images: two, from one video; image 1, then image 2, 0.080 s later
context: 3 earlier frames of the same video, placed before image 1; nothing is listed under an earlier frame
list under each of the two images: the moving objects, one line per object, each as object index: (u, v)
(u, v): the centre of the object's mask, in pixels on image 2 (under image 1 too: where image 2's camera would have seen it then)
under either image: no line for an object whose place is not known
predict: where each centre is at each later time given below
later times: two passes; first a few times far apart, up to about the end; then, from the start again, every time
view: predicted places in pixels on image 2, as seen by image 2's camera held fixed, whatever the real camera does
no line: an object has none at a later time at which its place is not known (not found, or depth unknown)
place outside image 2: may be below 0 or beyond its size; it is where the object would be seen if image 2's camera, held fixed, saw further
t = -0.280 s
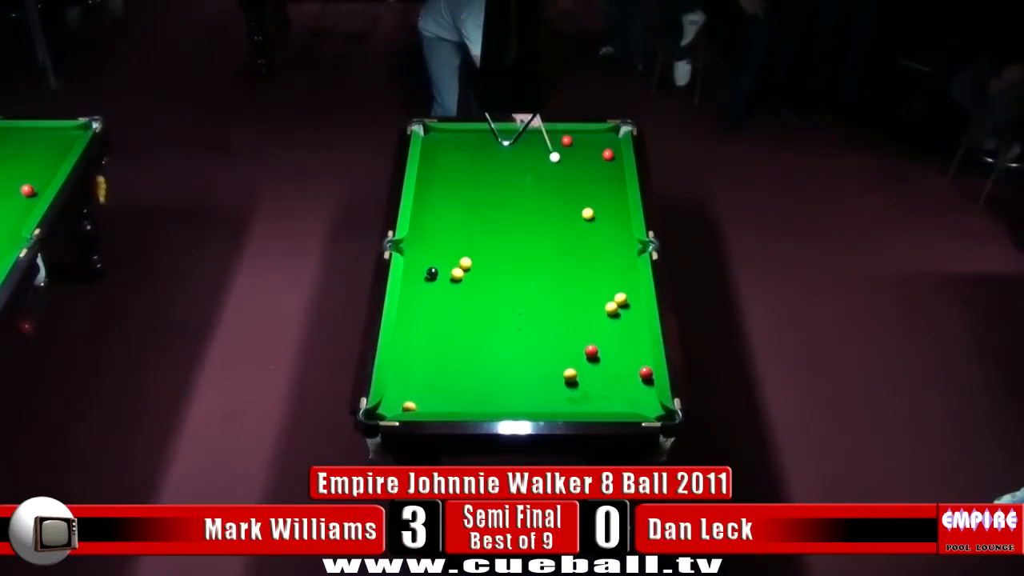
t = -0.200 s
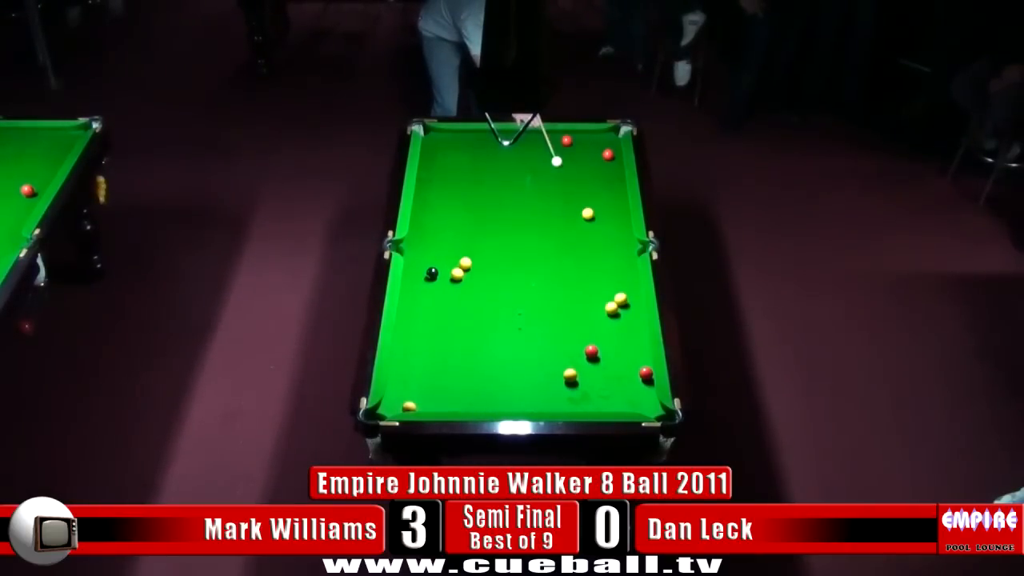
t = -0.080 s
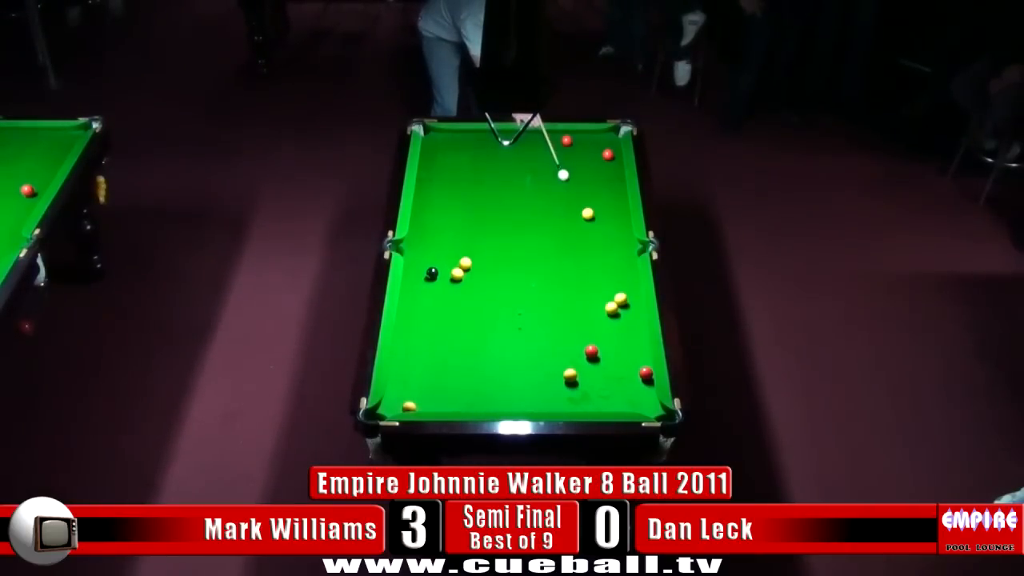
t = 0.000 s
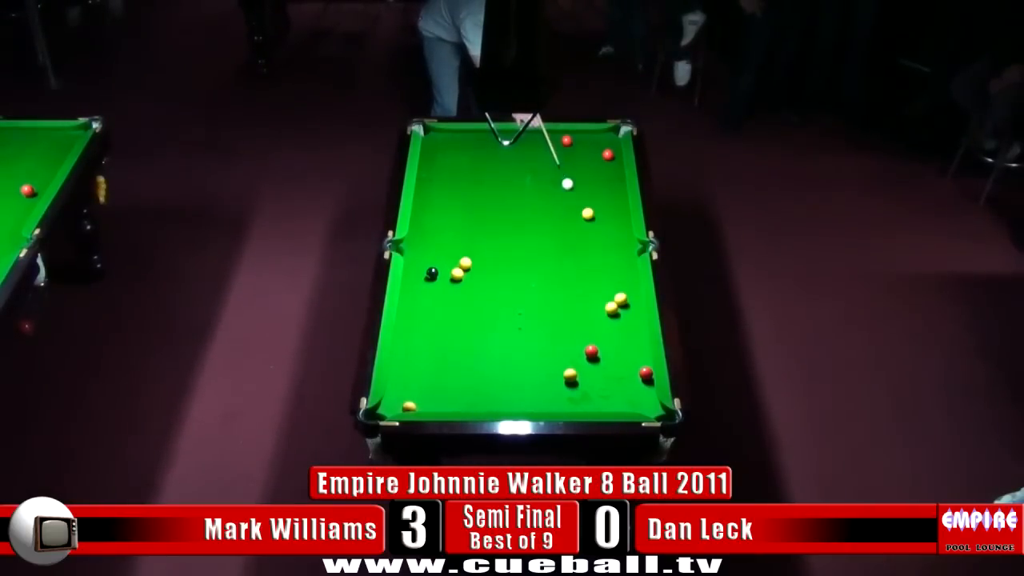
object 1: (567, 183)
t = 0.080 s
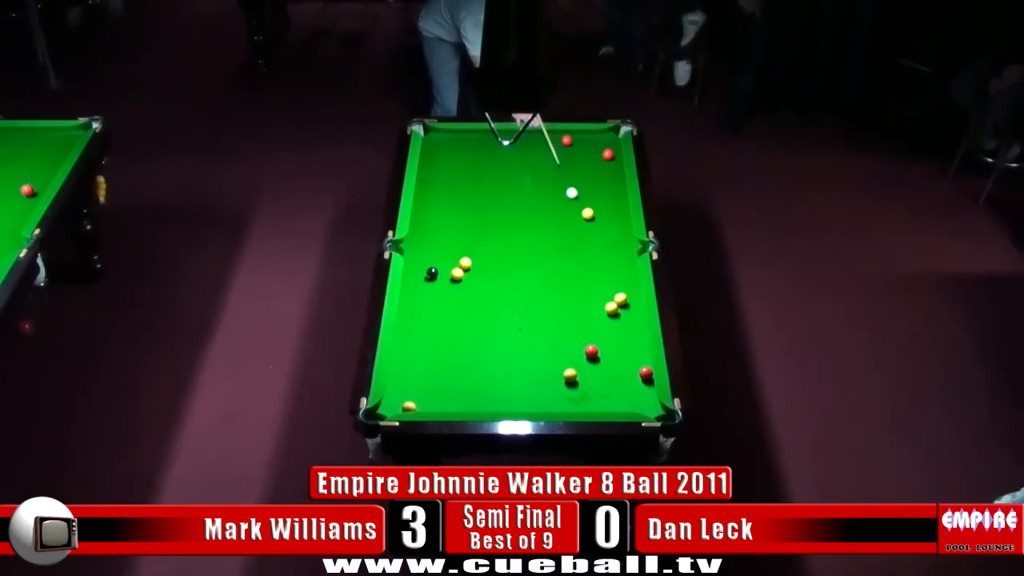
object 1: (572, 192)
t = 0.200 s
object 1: (578, 206)
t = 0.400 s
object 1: (569, 218)
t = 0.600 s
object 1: (559, 228)
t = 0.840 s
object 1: (547, 241)
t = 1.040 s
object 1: (537, 251)
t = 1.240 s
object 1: (527, 261)
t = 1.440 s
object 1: (518, 270)
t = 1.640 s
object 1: (508, 279)
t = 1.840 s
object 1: (499, 288)
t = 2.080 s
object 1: (489, 297)
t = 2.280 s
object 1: (481, 305)
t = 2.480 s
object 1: (474, 313)
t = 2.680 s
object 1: (466, 319)
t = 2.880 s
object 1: (459, 326)
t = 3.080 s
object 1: (453, 332)
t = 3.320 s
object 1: (446, 339)
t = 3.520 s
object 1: (440, 344)
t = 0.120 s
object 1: (574, 197)
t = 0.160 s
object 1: (576, 201)
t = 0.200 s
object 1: (578, 206)
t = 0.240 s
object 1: (578, 210)
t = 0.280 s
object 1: (575, 212)
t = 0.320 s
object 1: (573, 214)
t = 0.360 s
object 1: (571, 216)
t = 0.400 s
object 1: (569, 218)
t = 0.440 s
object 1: (567, 220)
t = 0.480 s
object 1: (565, 222)
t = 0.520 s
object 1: (563, 224)
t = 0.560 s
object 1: (561, 227)
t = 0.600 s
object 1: (559, 228)
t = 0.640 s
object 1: (557, 231)
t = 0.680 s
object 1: (555, 233)
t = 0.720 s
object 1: (553, 235)
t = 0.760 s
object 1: (551, 237)
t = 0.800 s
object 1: (549, 239)
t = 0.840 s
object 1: (547, 241)
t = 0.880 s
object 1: (545, 243)
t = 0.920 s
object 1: (543, 245)
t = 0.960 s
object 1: (541, 247)
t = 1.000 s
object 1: (539, 249)
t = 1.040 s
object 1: (537, 251)
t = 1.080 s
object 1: (535, 253)
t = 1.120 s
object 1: (533, 255)
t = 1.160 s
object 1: (531, 257)
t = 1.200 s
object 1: (529, 259)
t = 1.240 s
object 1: (527, 261)
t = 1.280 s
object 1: (525, 263)
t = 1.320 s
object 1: (523, 265)
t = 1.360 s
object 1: (521, 266)
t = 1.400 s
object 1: (519, 268)
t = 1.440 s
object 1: (518, 270)
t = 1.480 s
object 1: (516, 272)
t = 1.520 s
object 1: (514, 274)
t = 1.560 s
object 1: (512, 276)
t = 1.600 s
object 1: (510, 277)
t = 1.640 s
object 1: (508, 279)
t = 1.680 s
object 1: (507, 281)
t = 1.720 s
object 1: (505, 282)
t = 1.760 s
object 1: (503, 284)
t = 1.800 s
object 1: (501, 286)
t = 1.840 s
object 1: (499, 288)
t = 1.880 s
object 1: (498, 289)
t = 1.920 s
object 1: (496, 291)
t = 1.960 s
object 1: (495, 293)
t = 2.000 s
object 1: (493, 294)
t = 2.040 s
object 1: (491, 295)
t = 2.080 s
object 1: (489, 297)
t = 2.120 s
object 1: (488, 299)
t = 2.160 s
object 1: (486, 301)
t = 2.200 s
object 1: (484, 302)
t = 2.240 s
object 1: (483, 304)
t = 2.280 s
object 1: (481, 305)
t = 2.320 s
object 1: (480, 307)
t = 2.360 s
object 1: (478, 308)
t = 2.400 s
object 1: (477, 310)
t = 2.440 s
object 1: (475, 311)
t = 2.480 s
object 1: (474, 313)
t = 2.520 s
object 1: (472, 314)
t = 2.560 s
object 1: (471, 315)
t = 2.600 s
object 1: (469, 317)
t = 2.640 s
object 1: (468, 318)
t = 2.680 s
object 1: (466, 319)
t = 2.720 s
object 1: (465, 321)
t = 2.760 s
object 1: (463, 322)
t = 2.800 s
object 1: (462, 323)
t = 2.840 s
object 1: (461, 325)
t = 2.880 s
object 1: (459, 326)
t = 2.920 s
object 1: (458, 328)
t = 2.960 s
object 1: (457, 329)
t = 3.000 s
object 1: (455, 330)
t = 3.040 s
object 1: (454, 331)
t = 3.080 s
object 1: (453, 332)
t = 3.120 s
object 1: (451, 333)
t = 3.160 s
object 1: (450, 334)
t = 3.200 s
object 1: (449, 336)
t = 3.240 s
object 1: (448, 337)
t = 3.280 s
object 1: (447, 338)
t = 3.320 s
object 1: (446, 339)
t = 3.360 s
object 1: (444, 340)
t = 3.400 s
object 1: (443, 341)
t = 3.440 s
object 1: (442, 342)
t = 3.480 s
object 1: (441, 343)
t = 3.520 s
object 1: (440, 344)
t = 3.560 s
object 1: (439, 344)
